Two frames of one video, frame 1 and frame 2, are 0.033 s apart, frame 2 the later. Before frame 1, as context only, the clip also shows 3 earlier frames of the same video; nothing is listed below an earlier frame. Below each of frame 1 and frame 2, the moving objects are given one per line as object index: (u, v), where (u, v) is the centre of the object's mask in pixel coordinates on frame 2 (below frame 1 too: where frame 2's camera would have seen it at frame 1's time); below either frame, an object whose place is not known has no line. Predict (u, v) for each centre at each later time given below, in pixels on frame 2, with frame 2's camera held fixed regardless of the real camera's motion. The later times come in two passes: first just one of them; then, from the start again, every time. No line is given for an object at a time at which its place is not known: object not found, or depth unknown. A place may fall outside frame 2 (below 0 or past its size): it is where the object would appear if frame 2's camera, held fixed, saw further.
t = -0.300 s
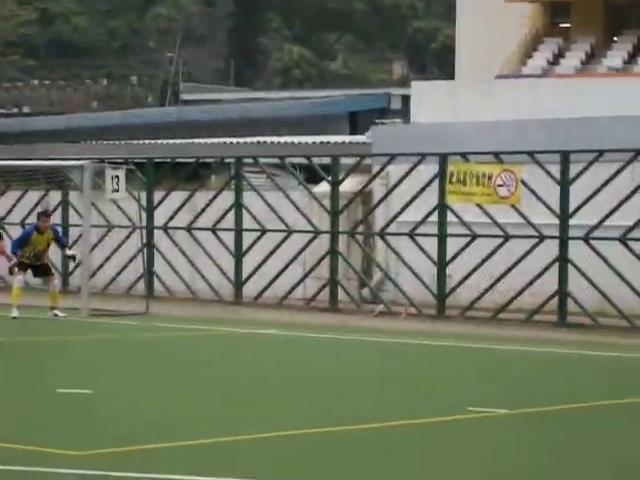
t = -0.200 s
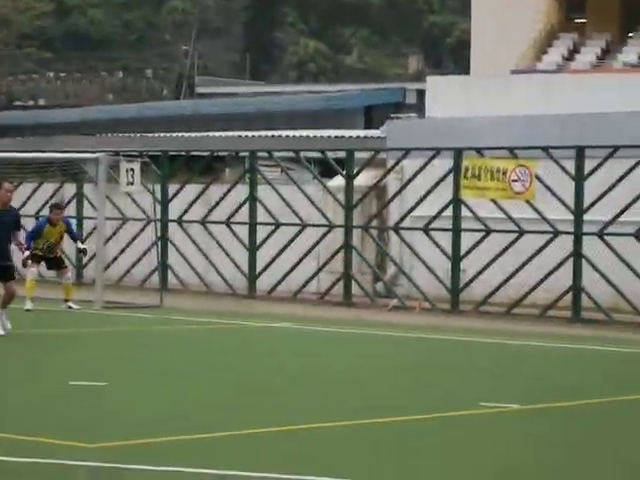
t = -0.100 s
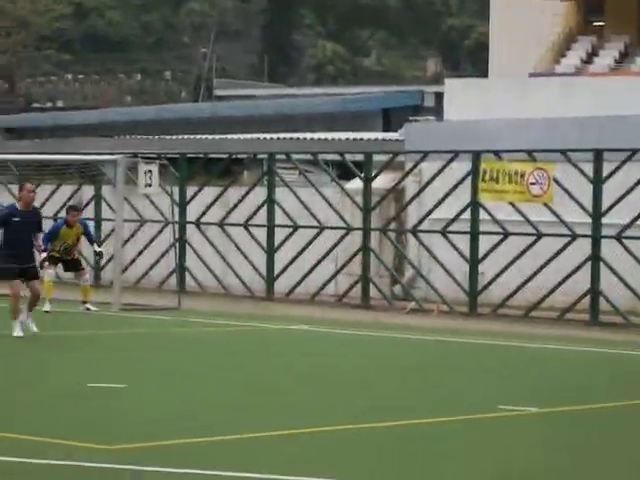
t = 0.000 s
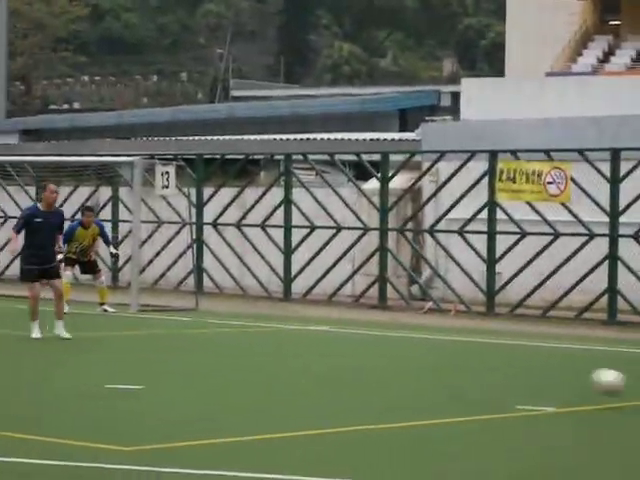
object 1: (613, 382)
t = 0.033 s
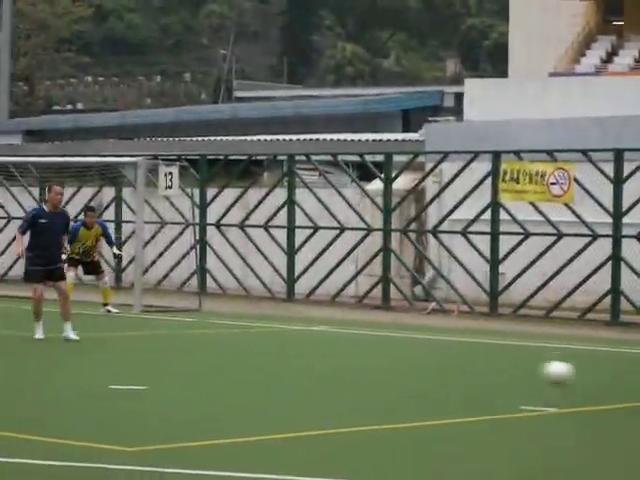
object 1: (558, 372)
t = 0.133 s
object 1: (403, 356)
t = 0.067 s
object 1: (507, 365)
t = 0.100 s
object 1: (454, 359)
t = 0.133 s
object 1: (403, 356)
